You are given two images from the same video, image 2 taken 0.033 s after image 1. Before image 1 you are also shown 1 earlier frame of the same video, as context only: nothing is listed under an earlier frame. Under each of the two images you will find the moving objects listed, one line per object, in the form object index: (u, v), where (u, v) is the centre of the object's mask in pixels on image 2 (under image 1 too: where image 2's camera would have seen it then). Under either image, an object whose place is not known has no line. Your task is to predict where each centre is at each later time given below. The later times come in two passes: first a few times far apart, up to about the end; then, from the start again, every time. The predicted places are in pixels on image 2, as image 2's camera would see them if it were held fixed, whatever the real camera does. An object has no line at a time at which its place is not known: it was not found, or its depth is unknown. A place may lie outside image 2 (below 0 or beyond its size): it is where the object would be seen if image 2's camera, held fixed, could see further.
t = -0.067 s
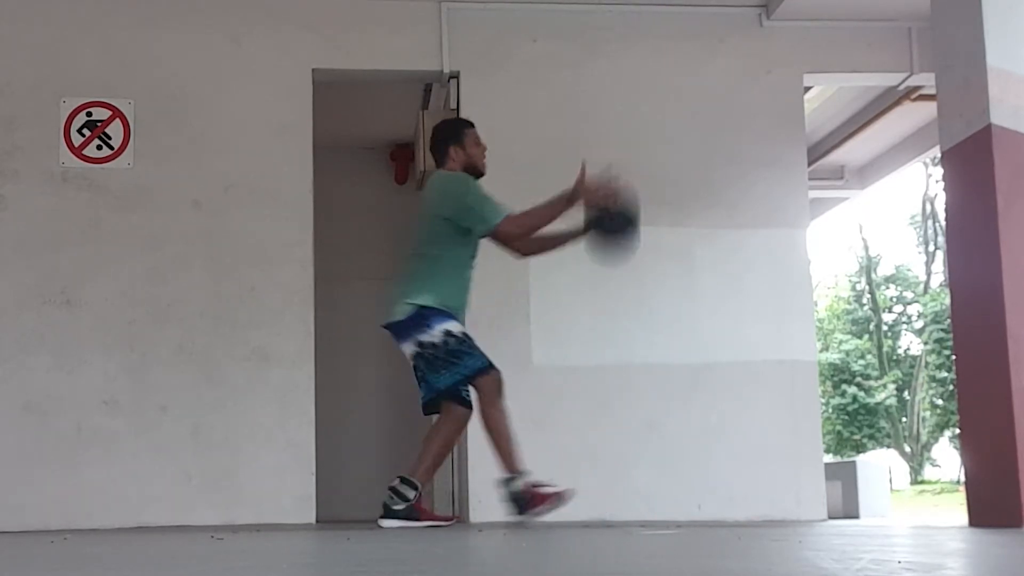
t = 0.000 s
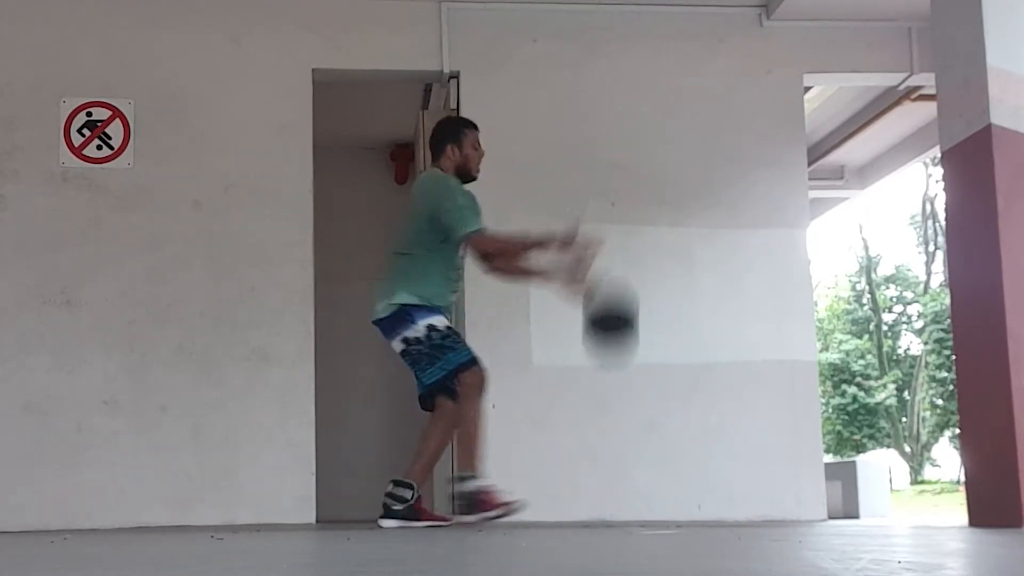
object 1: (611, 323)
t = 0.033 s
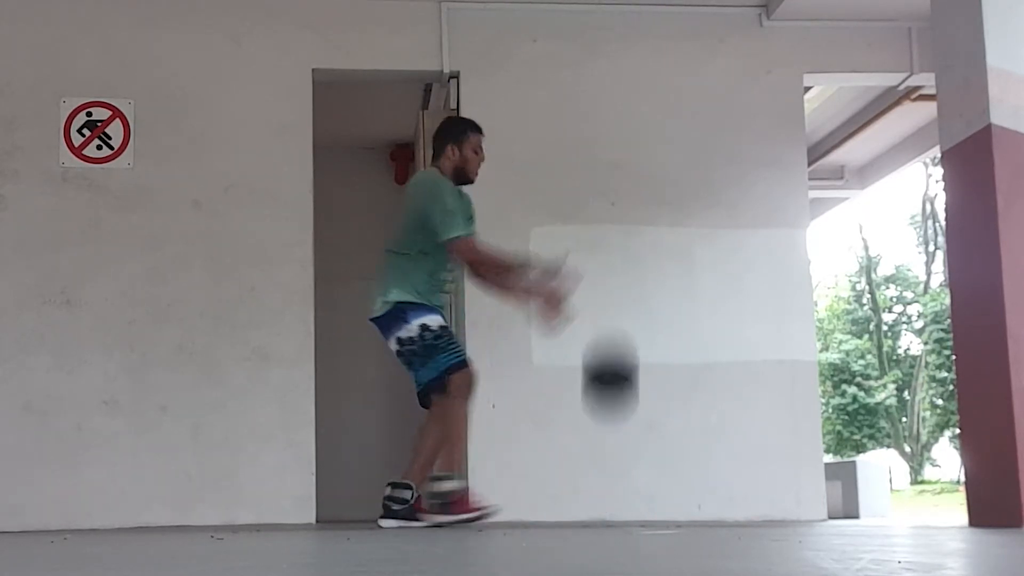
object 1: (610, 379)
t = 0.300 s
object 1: (608, 311)
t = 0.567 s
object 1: (612, 187)
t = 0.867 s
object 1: (622, 240)
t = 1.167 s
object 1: (640, 496)
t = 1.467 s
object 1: (642, 341)
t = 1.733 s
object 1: (652, 380)
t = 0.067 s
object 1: (610, 436)
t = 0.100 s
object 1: (610, 492)
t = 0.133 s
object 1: (609, 476)
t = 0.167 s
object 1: (609, 437)
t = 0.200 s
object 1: (609, 401)
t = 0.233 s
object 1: (608, 370)
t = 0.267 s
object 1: (608, 339)
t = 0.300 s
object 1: (608, 311)
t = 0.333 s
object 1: (608, 286)
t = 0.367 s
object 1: (609, 264)
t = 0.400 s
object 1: (609, 246)
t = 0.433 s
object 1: (609, 228)
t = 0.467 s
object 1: (610, 214)
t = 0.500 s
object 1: (610, 203)
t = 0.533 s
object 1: (611, 194)
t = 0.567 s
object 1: (612, 187)
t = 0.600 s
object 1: (612, 183)
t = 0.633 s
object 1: (613, 182)
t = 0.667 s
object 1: (614, 182)
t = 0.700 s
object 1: (615, 185)
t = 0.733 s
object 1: (616, 191)
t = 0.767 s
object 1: (617, 199)
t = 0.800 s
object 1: (619, 210)
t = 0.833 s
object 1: (620, 224)
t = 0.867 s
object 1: (622, 240)
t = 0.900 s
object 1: (623, 260)
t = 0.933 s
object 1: (625, 282)
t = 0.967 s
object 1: (626, 307)
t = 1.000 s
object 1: (629, 336)
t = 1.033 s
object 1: (631, 367)
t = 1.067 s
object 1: (633, 400)
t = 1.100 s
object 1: (635, 437)
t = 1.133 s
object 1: (638, 478)
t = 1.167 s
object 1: (640, 496)
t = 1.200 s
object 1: (639, 468)
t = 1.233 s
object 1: (639, 443)
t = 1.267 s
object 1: (640, 421)
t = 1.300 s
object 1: (640, 401)
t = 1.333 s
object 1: (640, 384)
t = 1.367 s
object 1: (641, 369)
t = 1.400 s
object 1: (641, 356)
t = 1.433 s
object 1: (642, 347)
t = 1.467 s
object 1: (642, 341)
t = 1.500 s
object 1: (643, 336)
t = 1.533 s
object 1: (644, 335)
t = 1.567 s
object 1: (645, 336)
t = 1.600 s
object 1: (646, 339)
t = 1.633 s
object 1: (648, 346)
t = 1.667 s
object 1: (649, 354)
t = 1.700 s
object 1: (651, 366)
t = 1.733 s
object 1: (652, 380)
